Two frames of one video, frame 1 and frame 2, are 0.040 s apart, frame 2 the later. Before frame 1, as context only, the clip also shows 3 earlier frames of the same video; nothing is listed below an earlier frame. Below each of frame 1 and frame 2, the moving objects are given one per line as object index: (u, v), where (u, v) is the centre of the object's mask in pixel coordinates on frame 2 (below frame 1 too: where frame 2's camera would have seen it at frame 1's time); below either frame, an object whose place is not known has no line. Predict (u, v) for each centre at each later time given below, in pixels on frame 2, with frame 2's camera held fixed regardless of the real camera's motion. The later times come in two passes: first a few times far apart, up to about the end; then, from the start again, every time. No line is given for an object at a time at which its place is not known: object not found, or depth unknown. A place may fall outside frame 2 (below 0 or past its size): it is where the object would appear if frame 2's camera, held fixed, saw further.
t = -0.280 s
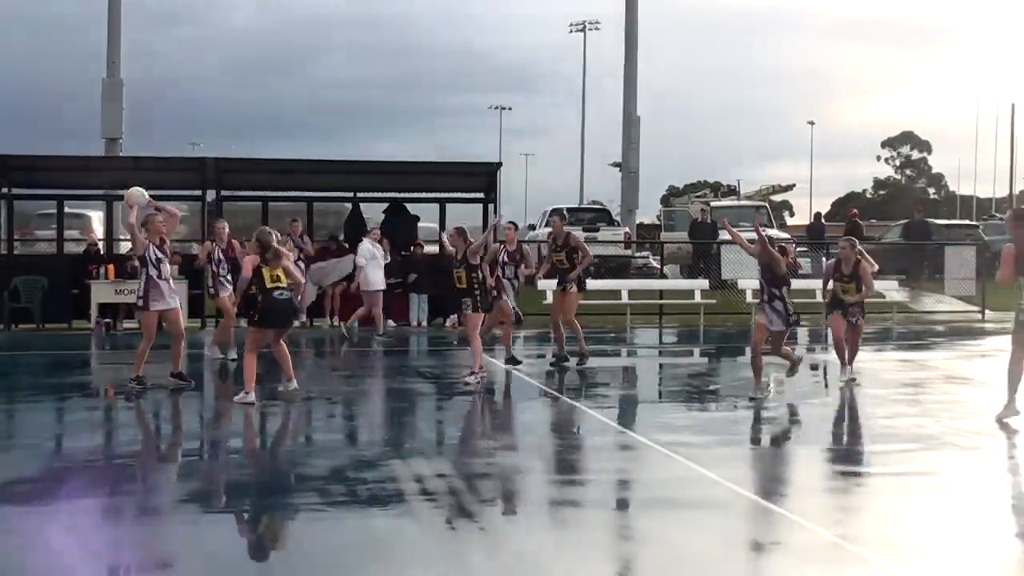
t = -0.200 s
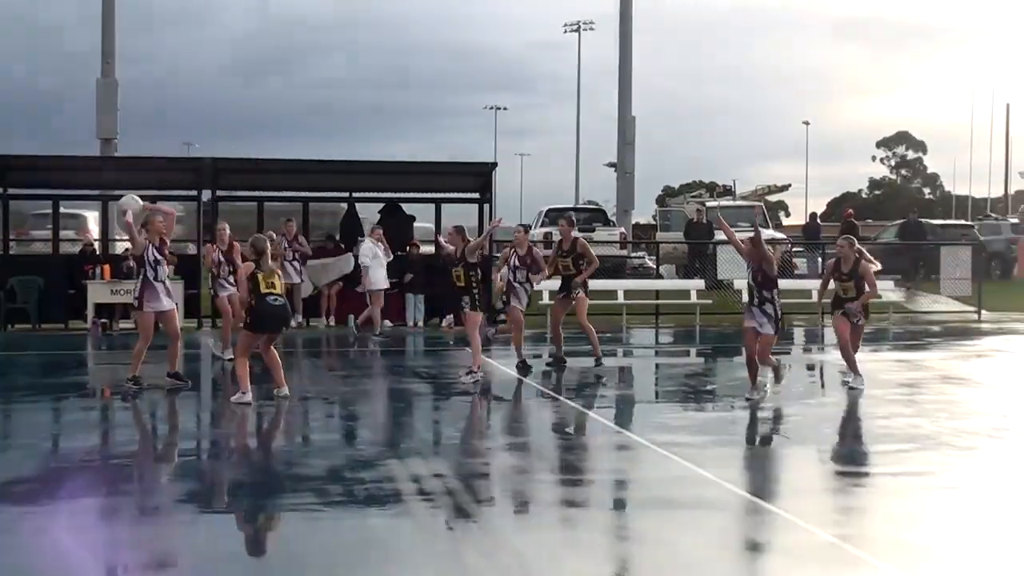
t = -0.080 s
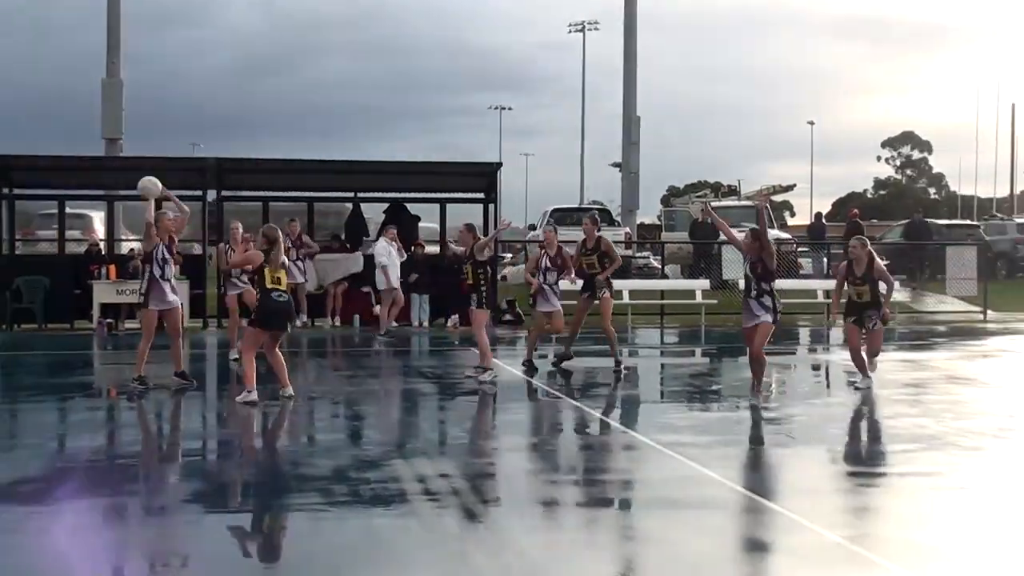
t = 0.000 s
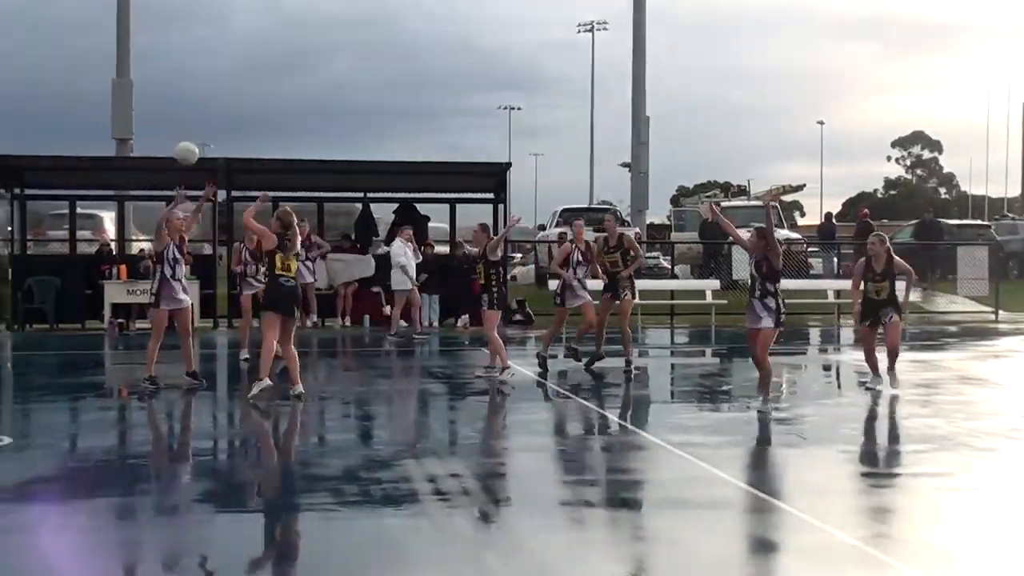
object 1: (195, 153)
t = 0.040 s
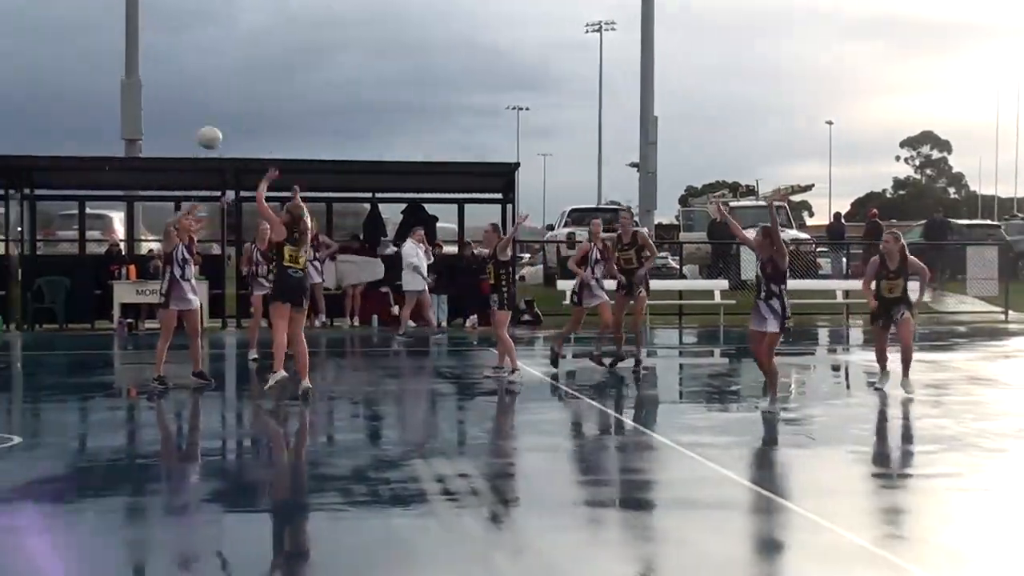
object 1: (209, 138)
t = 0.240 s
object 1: (288, 77)
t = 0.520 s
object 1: (420, 61)
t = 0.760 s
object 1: (553, 130)
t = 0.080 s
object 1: (224, 123)
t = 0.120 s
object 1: (239, 109)
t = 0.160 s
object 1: (255, 97)
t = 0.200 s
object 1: (271, 86)
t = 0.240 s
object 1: (288, 77)
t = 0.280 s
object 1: (305, 69)
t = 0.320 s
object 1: (323, 63)
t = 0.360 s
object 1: (341, 59)
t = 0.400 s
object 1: (360, 56)
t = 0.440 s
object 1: (379, 56)
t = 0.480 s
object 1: (399, 57)
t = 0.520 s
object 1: (420, 61)
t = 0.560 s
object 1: (441, 66)
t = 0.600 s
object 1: (462, 74)
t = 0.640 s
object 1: (484, 84)
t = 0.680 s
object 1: (506, 97)
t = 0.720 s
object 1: (529, 112)
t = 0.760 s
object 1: (553, 130)
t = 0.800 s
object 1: (578, 151)
